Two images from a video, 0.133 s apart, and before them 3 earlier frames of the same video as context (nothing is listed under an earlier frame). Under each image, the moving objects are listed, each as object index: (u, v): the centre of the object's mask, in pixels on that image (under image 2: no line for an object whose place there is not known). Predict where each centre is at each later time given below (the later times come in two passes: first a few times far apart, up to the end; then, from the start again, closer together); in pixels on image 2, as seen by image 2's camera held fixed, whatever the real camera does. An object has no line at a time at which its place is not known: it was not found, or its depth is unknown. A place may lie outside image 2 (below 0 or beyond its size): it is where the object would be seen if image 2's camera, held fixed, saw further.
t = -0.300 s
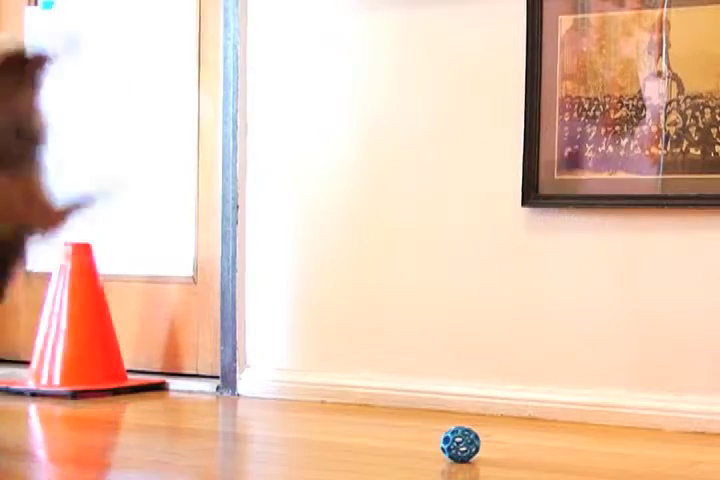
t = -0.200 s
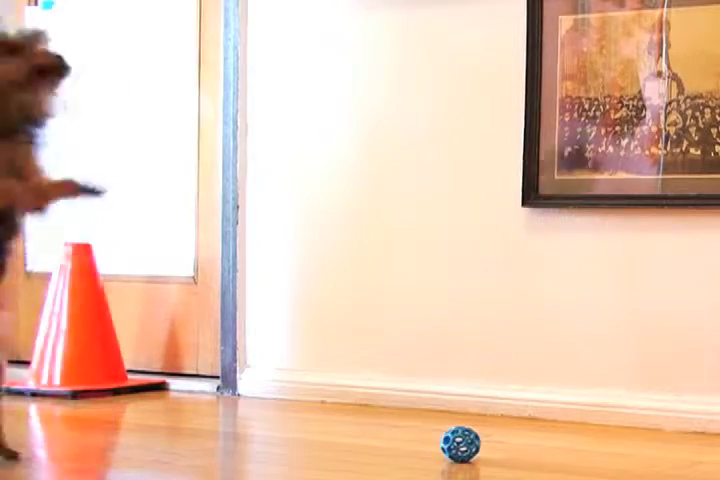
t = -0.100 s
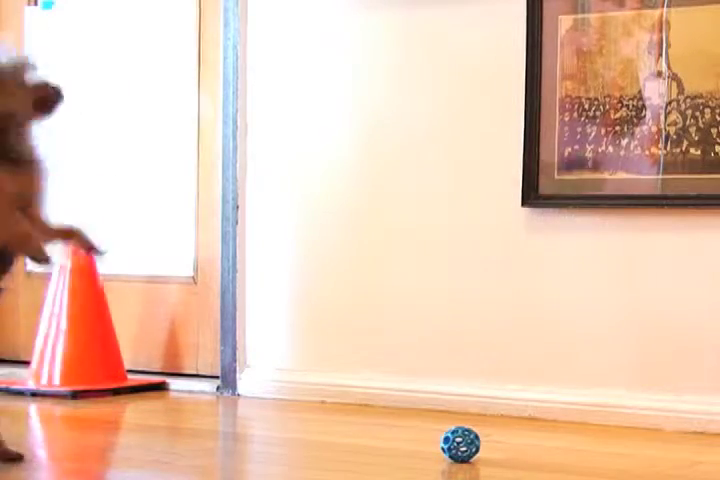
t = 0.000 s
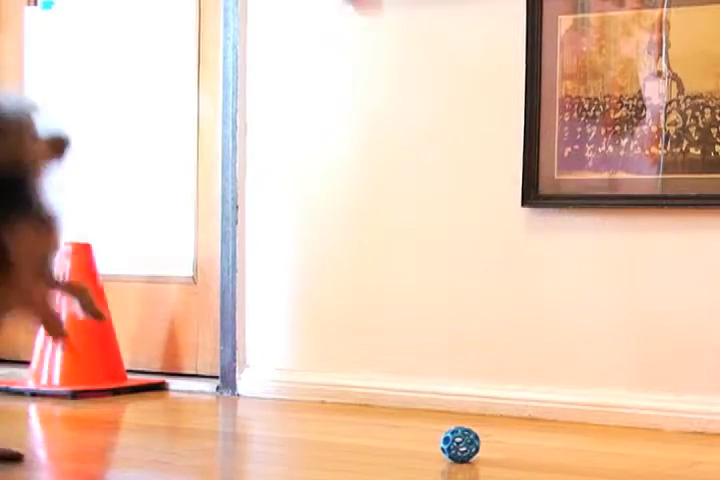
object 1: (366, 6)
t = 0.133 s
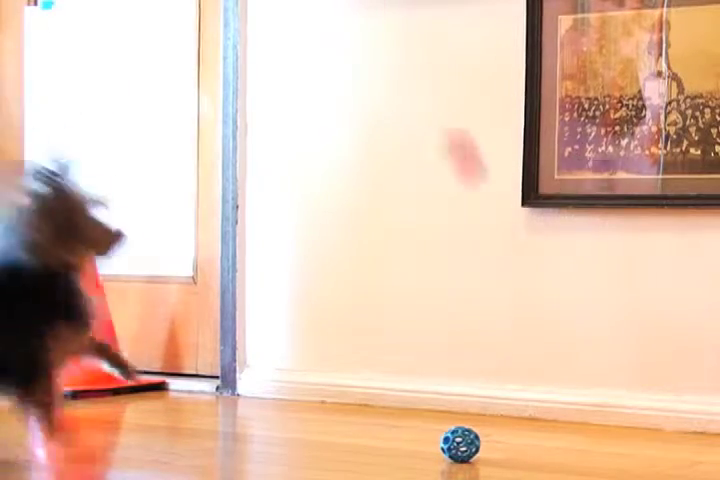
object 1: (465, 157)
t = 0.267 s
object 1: (560, 411)
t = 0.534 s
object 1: (546, 225)
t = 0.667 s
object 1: (510, 282)
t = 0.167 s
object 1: (489, 211)
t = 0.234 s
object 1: (536, 343)
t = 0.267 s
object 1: (560, 411)
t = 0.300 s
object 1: (565, 375)
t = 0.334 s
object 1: (566, 337)
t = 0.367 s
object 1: (567, 303)
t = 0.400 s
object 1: (569, 272)
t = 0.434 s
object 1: (571, 251)
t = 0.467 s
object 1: (567, 236)
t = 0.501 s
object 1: (556, 227)
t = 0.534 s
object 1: (546, 225)
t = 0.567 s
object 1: (538, 229)
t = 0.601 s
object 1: (529, 241)
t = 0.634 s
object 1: (519, 258)
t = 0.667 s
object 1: (510, 282)
